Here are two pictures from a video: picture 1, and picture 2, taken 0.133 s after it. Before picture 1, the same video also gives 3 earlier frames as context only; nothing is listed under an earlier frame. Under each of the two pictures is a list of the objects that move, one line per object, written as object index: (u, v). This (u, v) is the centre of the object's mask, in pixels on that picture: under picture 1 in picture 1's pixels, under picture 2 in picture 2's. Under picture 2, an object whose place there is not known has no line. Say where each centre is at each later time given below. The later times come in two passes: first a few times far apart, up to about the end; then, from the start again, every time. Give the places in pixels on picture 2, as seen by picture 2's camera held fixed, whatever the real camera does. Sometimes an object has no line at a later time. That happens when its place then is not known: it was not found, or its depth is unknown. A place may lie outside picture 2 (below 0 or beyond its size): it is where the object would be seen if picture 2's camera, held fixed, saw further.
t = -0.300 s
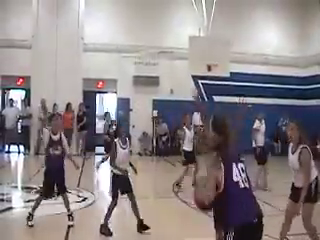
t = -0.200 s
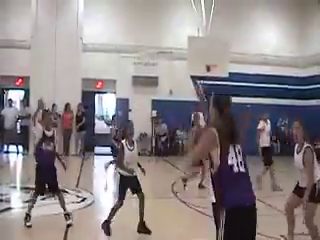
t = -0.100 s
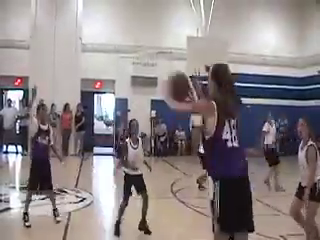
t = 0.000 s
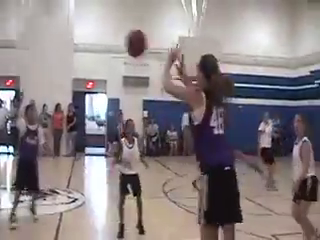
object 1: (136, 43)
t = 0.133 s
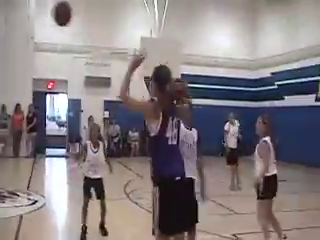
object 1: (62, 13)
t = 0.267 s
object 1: (36, 9)
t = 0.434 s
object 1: (10, 24)
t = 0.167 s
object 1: (55, 10)
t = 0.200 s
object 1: (48, 9)
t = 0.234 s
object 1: (43, 9)
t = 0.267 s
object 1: (36, 9)
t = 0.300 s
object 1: (30, 10)
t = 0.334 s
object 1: (24, 12)
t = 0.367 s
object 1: (19, 15)
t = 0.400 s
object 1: (14, 19)
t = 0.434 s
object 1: (10, 24)
